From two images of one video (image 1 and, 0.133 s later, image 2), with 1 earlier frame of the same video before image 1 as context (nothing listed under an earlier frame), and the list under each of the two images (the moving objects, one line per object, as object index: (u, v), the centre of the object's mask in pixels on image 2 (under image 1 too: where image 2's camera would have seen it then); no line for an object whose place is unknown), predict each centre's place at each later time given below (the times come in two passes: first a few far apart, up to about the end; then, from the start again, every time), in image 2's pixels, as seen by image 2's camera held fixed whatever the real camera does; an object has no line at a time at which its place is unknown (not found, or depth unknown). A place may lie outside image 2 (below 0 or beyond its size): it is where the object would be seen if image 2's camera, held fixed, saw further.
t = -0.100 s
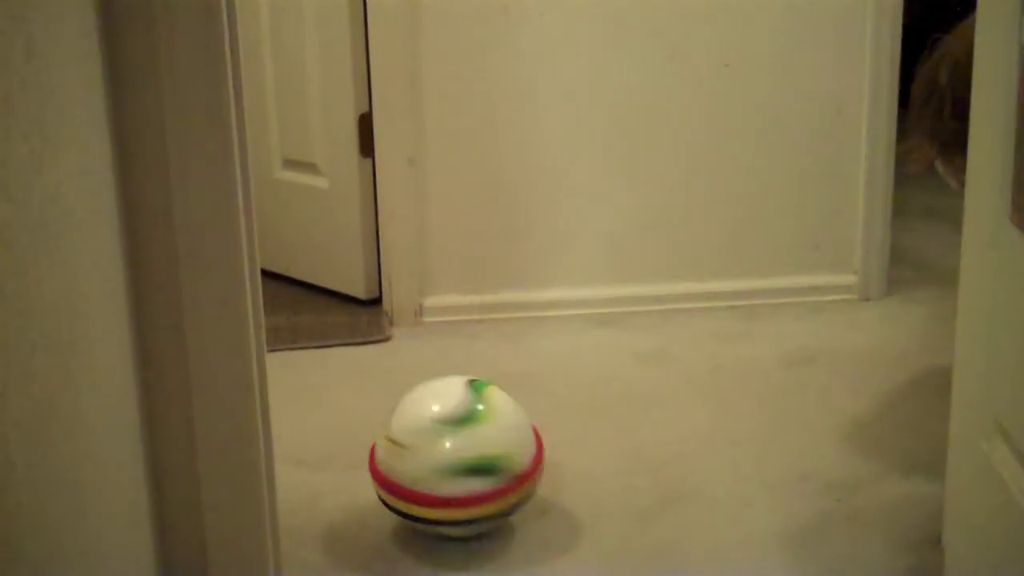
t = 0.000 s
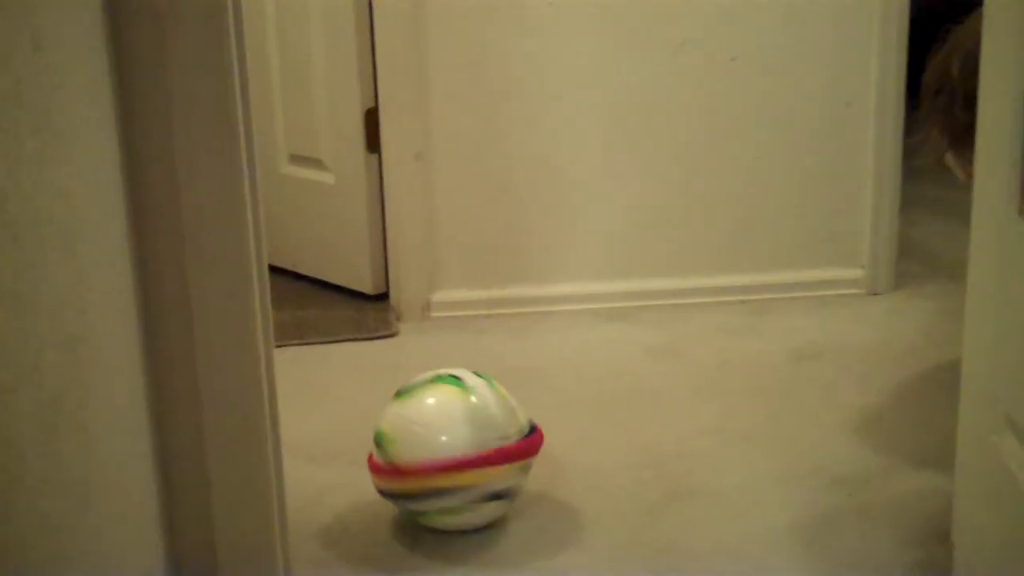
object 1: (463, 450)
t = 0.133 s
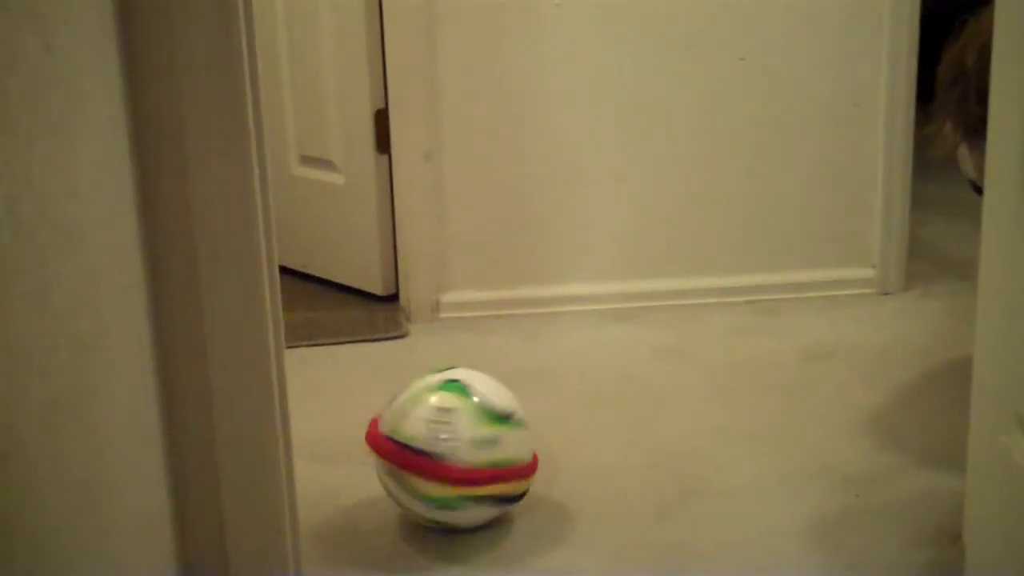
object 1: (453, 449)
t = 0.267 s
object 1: (447, 448)
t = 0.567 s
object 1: (447, 444)
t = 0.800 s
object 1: (445, 441)
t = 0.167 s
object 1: (451, 448)
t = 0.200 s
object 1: (448, 449)
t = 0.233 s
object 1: (447, 448)
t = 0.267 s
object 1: (447, 448)
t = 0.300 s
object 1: (447, 448)
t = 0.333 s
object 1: (447, 448)
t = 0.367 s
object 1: (447, 447)
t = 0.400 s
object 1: (445, 447)
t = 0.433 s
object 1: (446, 446)
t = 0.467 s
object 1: (446, 446)
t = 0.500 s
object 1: (446, 446)
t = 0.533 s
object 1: (447, 444)
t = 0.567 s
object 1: (447, 444)
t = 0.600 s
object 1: (446, 444)
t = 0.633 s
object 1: (446, 443)
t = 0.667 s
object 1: (445, 443)
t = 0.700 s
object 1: (445, 442)
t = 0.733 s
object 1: (446, 442)
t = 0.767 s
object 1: (445, 442)
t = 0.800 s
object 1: (445, 441)
